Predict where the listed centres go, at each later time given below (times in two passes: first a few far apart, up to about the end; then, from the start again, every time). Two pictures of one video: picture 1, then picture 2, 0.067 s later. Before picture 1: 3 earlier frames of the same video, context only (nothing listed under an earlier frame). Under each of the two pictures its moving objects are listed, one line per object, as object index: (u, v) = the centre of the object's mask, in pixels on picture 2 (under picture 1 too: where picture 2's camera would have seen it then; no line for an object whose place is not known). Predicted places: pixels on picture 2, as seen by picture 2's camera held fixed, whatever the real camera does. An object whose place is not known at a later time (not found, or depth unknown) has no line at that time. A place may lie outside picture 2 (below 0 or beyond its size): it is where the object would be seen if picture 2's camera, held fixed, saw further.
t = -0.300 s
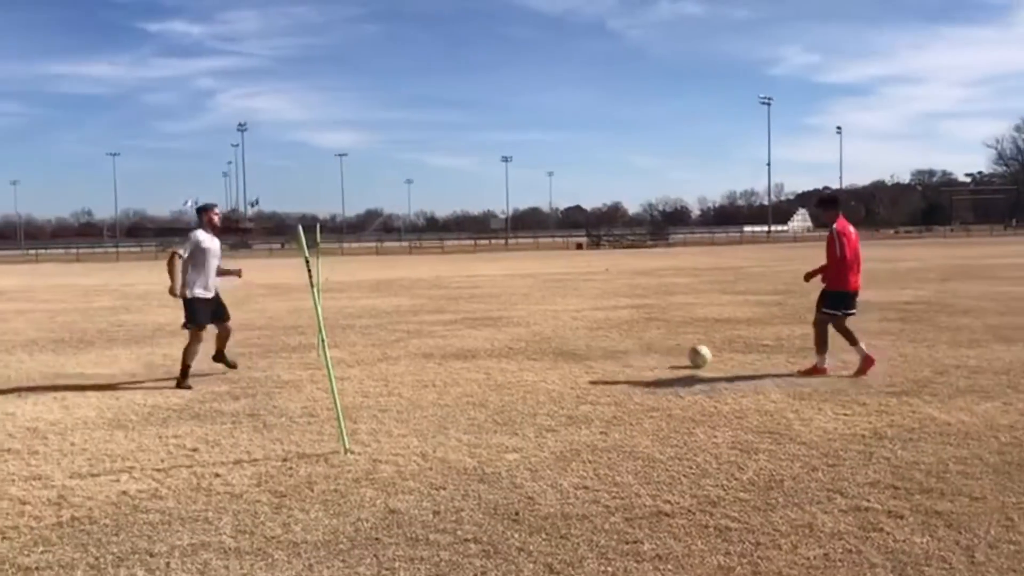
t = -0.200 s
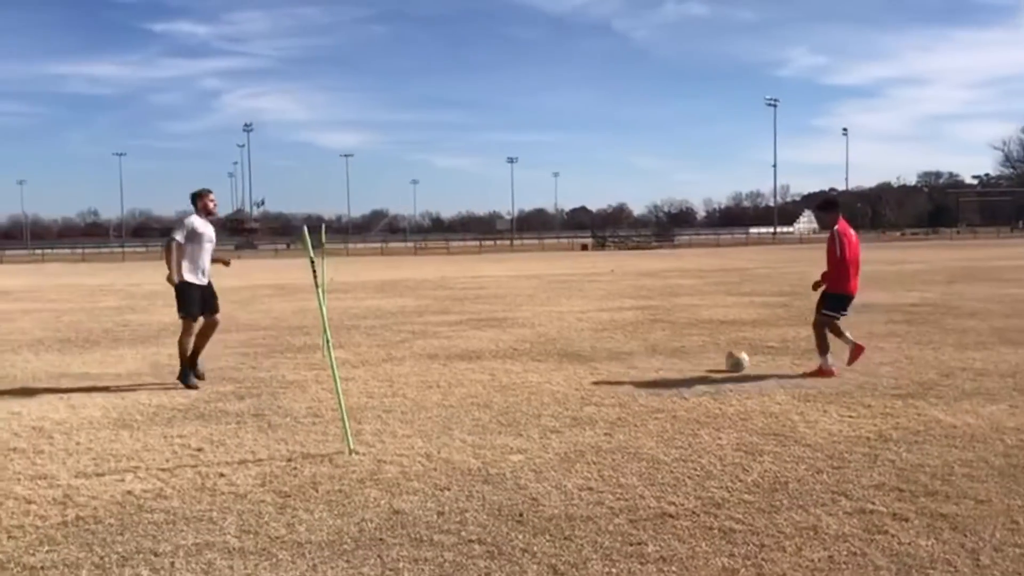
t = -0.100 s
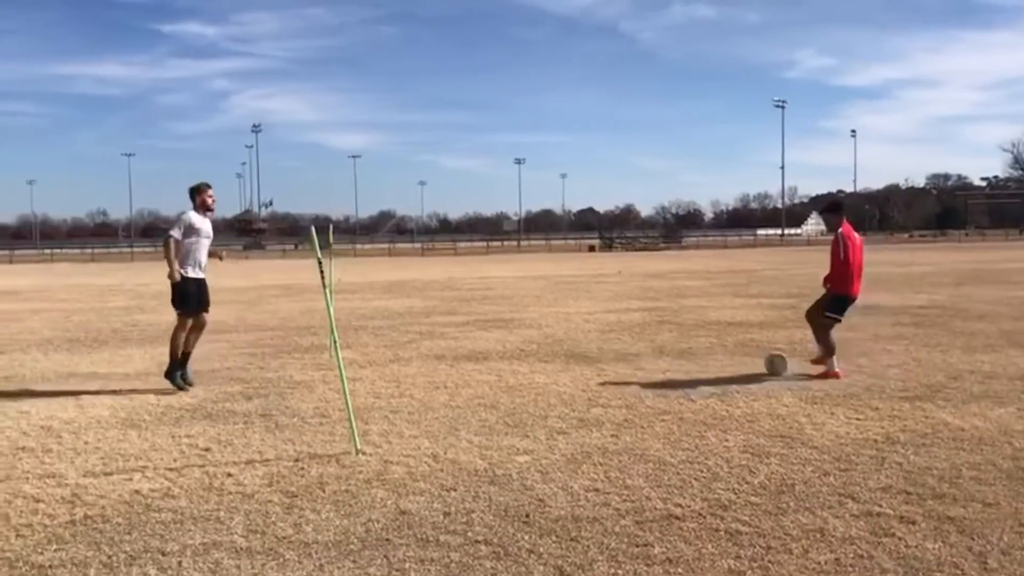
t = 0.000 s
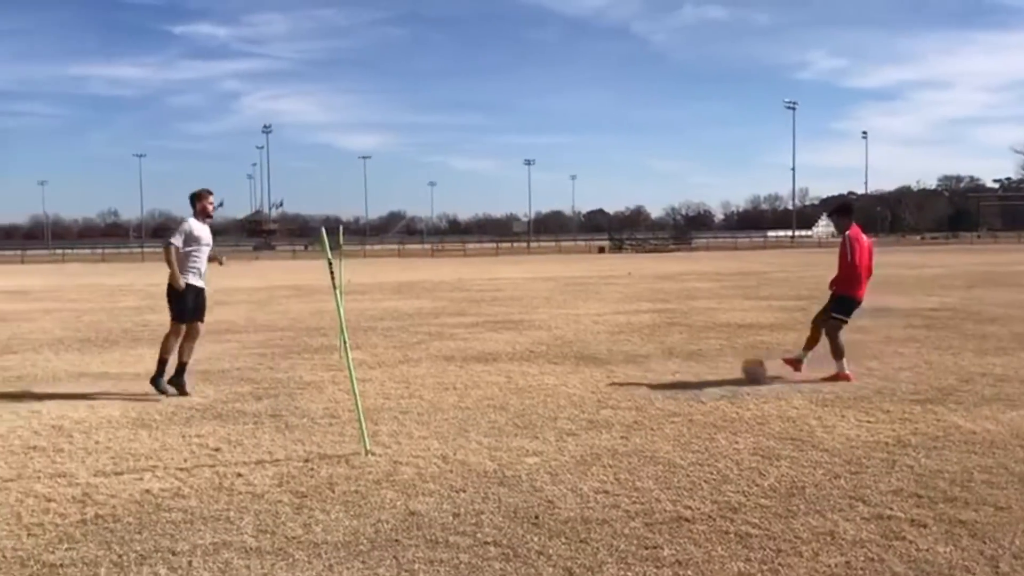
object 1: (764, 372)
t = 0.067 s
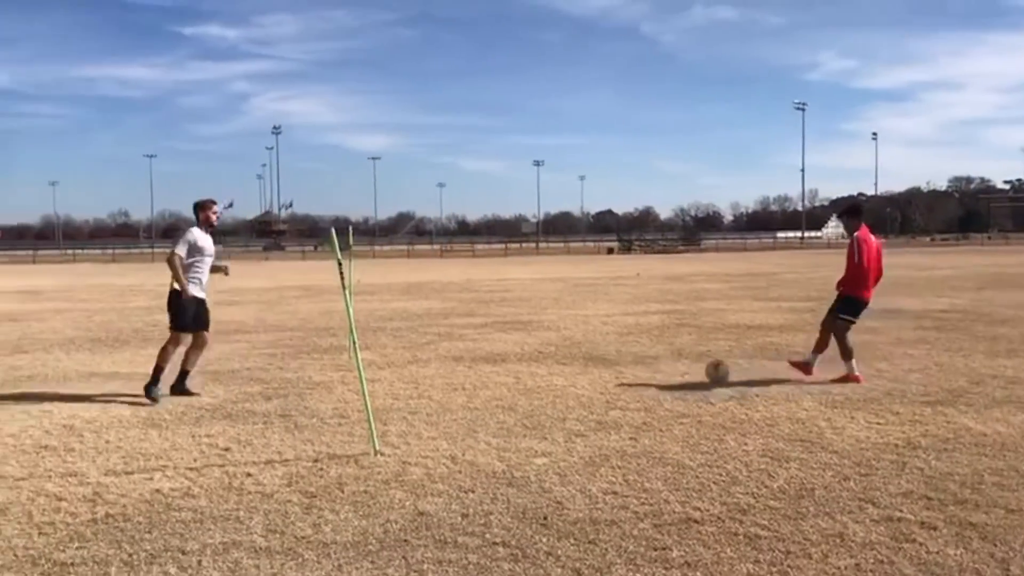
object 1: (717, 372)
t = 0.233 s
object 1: (614, 374)
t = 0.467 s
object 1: (480, 384)
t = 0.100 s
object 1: (696, 374)
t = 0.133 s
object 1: (674, 373)
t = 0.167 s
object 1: (654, 373)
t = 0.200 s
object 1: (634, 373)
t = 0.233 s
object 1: (614, 374)
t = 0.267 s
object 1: (594, 375)
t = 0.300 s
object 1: (573, 378)
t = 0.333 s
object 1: (553, 380)
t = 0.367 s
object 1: (535, 382)
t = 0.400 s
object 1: (516, 382)
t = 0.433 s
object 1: (498, 383)
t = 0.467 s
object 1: (480, 384)
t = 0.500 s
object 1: (463, 385)
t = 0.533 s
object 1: (445, 385)
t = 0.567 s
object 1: (428, 386)
